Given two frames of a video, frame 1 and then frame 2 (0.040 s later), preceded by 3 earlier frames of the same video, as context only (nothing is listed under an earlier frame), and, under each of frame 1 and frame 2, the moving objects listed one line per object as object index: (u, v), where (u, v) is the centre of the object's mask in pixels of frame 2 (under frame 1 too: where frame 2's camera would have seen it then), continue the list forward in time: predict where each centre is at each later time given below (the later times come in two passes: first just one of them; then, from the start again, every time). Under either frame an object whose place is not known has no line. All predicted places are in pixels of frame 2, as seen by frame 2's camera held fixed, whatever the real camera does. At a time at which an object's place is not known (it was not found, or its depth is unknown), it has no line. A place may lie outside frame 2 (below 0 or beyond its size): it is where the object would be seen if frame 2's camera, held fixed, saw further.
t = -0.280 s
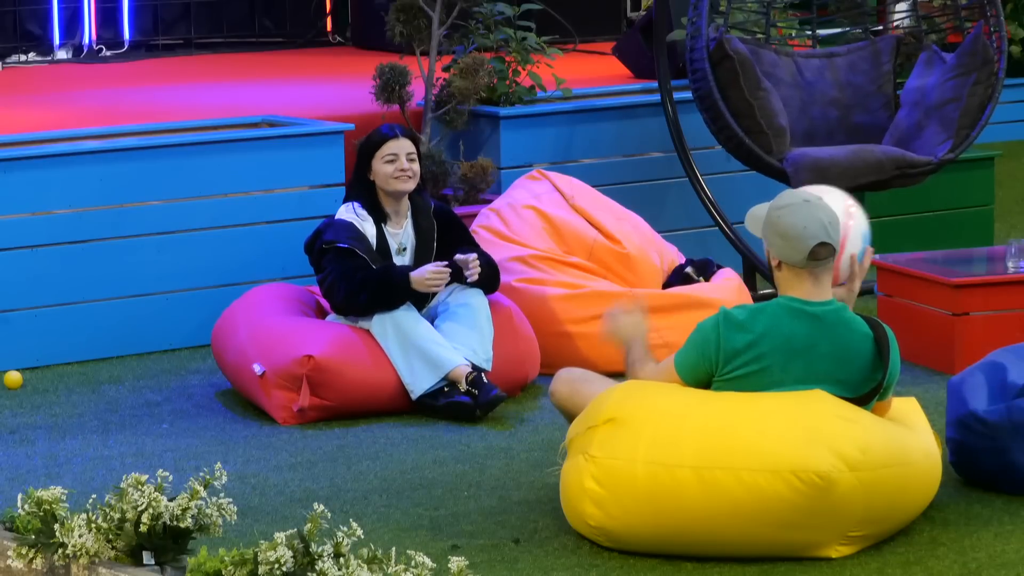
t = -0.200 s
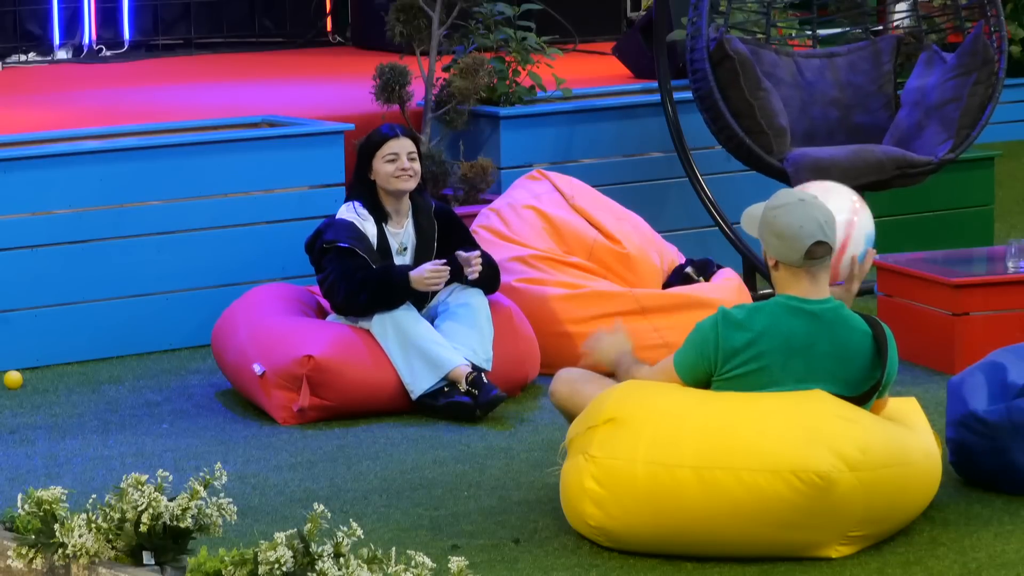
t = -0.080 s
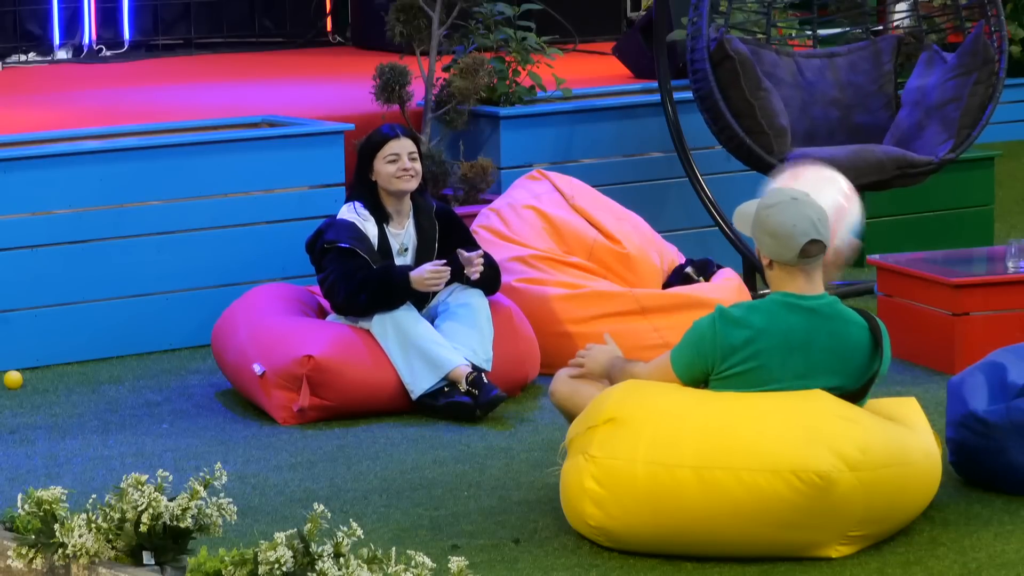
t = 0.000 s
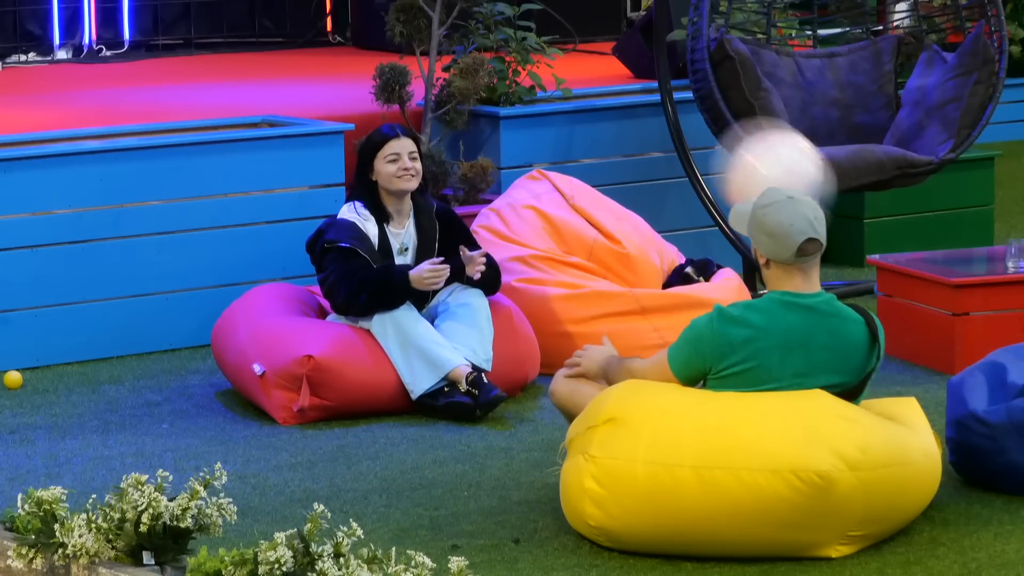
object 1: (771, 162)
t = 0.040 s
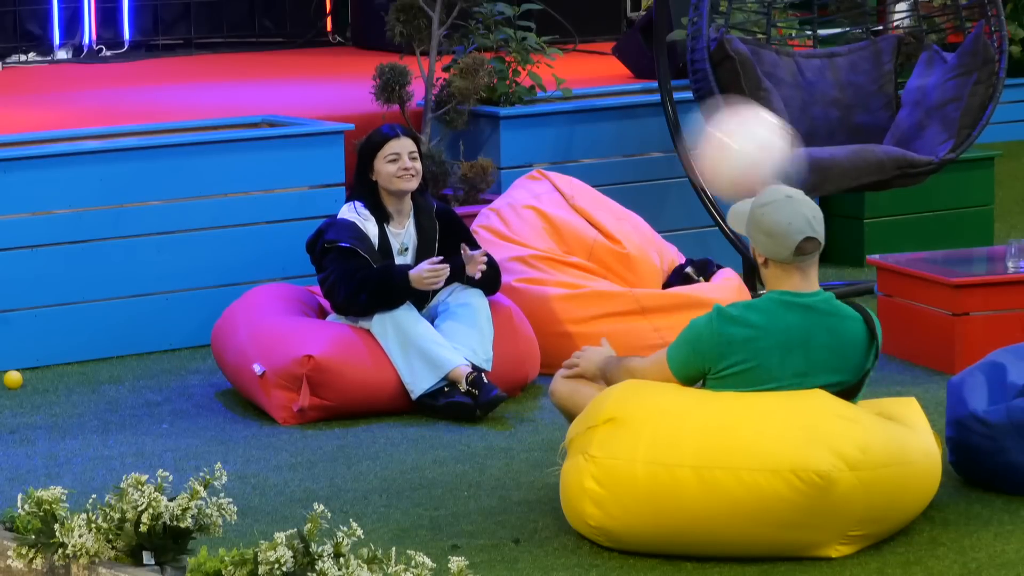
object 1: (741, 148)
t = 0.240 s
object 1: (592, 116)
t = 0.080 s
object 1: (711, 134)
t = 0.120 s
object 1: (679, 120)
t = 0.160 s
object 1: (649, 113)
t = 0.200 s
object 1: (620, 111)
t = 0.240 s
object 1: (592, 116)
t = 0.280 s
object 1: (565, 125)
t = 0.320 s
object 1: (539, 139)
